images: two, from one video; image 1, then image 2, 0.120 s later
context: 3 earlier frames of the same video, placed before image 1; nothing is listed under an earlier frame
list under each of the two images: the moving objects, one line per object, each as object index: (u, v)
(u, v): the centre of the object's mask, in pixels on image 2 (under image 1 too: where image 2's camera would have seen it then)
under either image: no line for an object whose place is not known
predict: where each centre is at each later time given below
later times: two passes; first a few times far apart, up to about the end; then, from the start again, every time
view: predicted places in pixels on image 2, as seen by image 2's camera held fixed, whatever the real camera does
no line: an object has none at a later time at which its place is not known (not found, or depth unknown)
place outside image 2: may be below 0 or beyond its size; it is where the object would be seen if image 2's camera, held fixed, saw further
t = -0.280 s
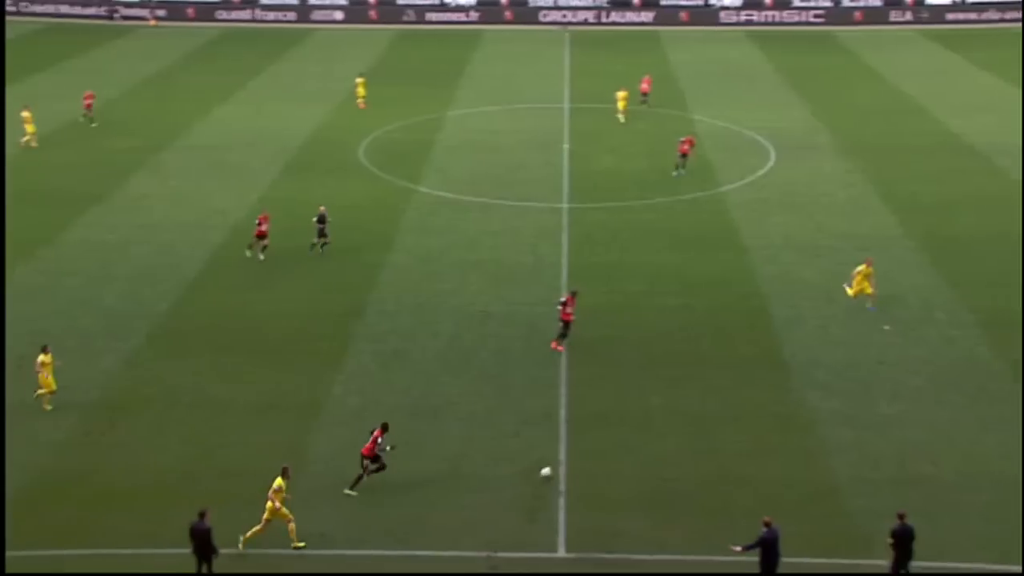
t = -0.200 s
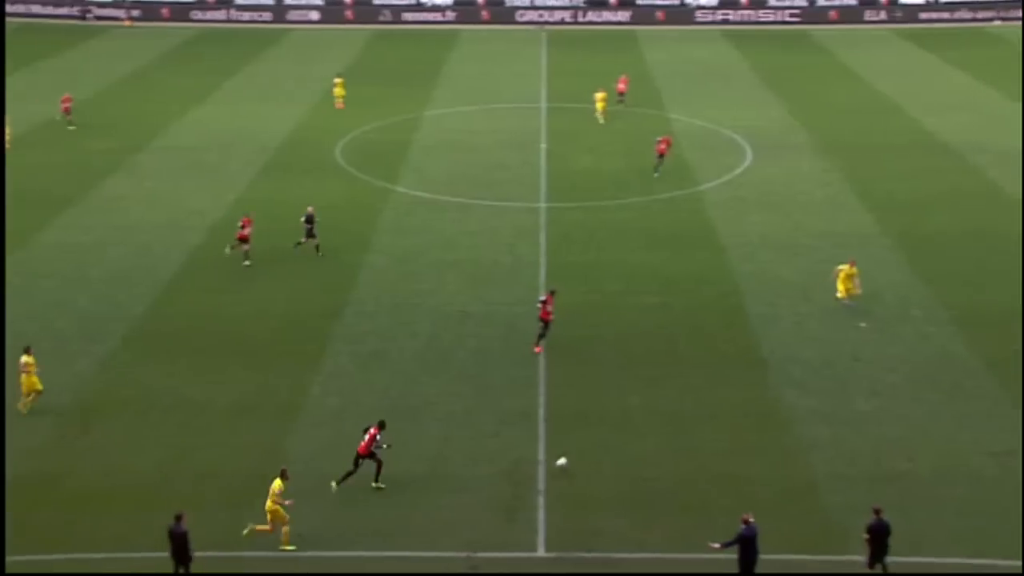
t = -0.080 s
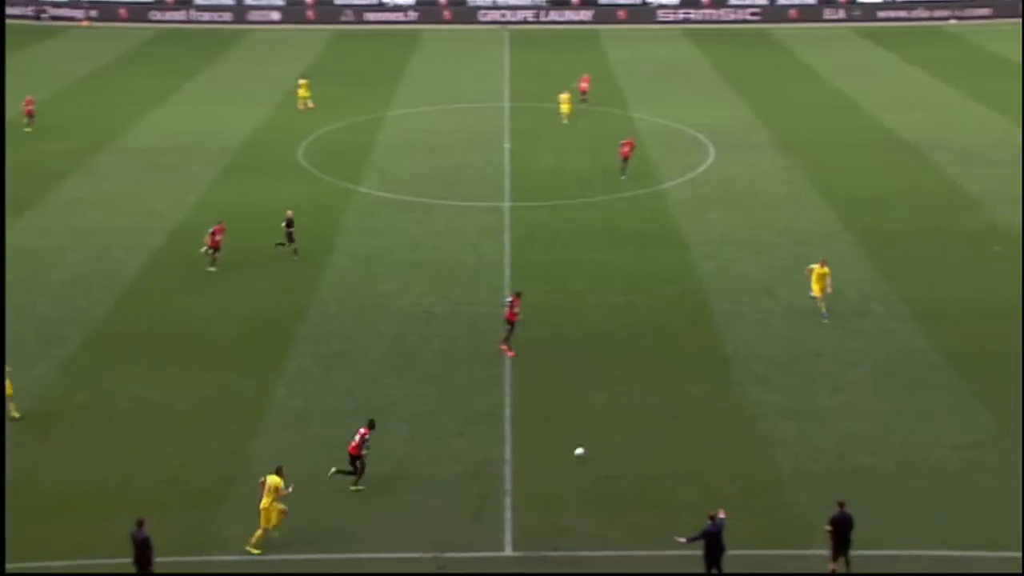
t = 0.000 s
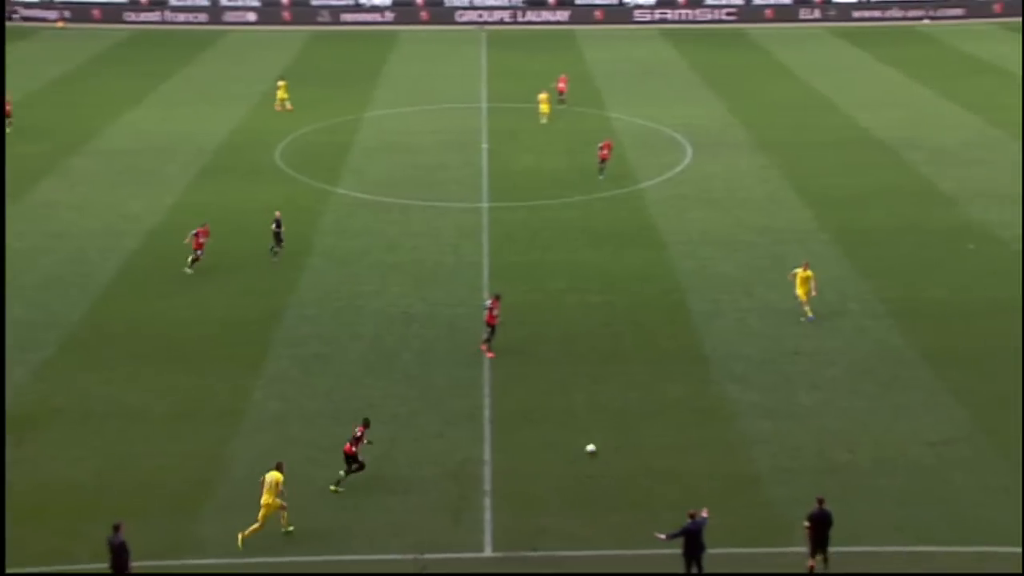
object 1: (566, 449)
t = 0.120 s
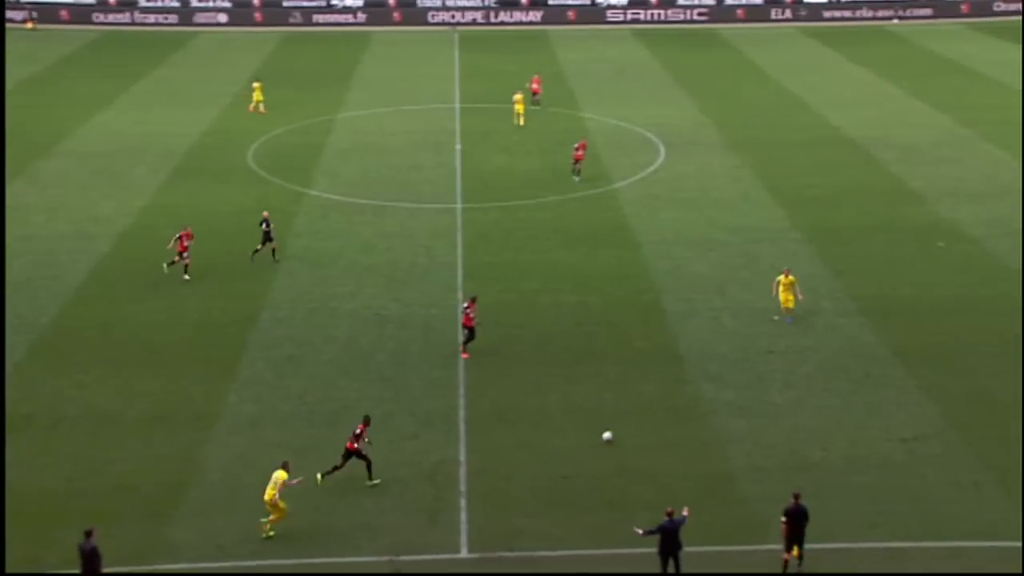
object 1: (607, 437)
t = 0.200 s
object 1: (633, 431)
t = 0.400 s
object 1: (687, 419)
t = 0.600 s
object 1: (733, 410)
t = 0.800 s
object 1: (774, 401)
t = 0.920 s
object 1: (797, 396)
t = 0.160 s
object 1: (620, 433)
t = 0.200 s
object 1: (633, 431)
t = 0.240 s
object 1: (645, 429)
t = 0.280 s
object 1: (656, 427)
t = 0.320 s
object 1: (667, 424)
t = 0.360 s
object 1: (677, 421)
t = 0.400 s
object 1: (687, 419)
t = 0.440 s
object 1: (697, 417)
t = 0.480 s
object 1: (706, 415)
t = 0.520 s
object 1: (715, 413)
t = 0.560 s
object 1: (724, 411)
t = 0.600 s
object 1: (733, 410)
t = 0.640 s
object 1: (741, 408)
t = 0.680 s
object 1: (750, 406)
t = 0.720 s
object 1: (758, 405)
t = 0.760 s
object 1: (766, 403)
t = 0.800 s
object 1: (774, 401)
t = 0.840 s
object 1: (782, 400)
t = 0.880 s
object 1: (789, 398)
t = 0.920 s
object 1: (797, 396)
